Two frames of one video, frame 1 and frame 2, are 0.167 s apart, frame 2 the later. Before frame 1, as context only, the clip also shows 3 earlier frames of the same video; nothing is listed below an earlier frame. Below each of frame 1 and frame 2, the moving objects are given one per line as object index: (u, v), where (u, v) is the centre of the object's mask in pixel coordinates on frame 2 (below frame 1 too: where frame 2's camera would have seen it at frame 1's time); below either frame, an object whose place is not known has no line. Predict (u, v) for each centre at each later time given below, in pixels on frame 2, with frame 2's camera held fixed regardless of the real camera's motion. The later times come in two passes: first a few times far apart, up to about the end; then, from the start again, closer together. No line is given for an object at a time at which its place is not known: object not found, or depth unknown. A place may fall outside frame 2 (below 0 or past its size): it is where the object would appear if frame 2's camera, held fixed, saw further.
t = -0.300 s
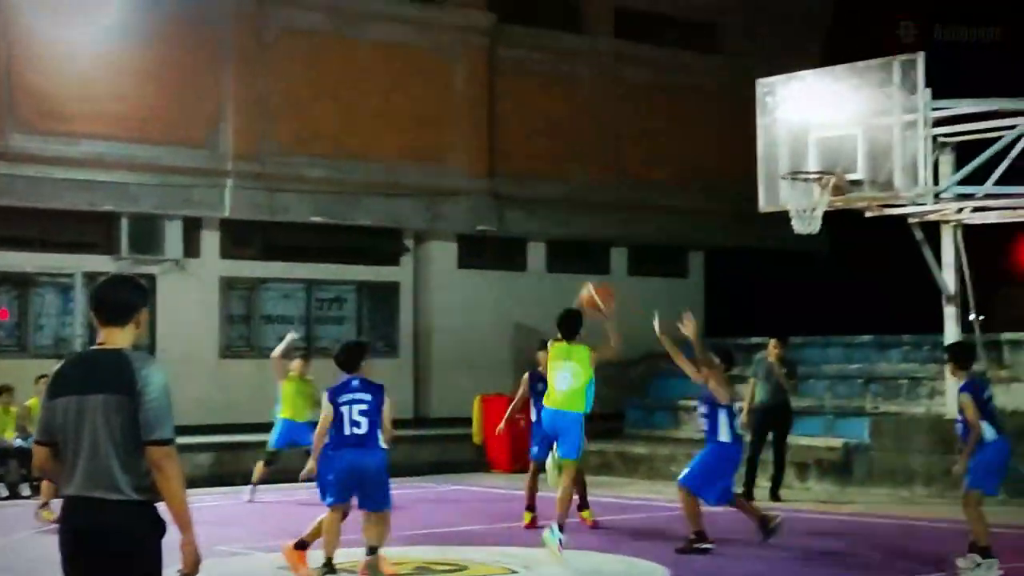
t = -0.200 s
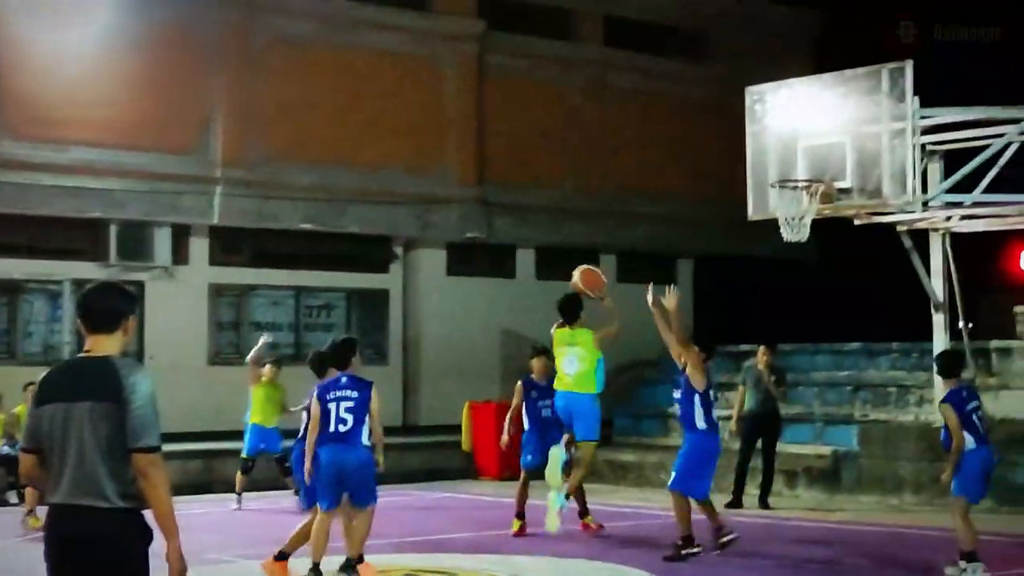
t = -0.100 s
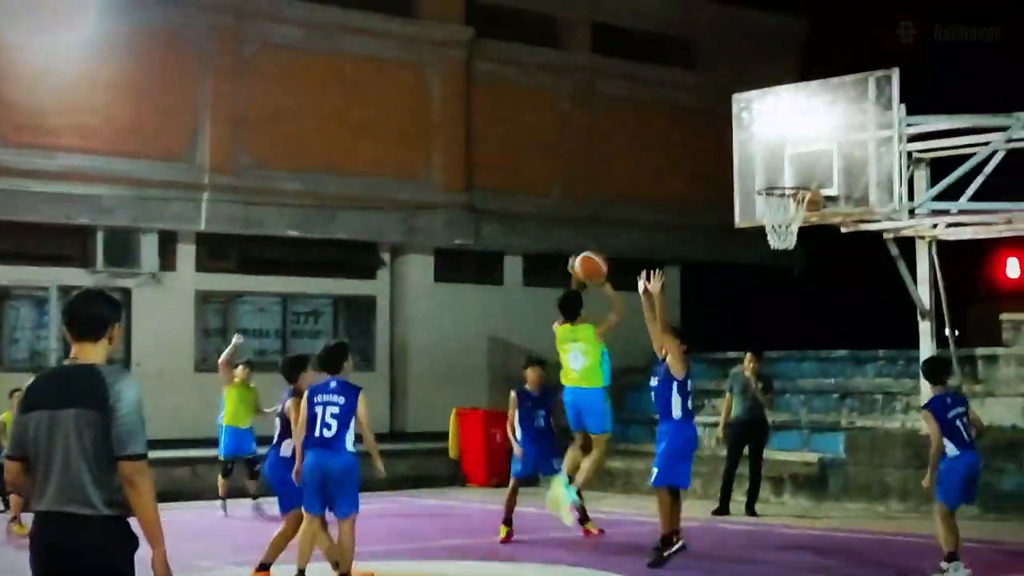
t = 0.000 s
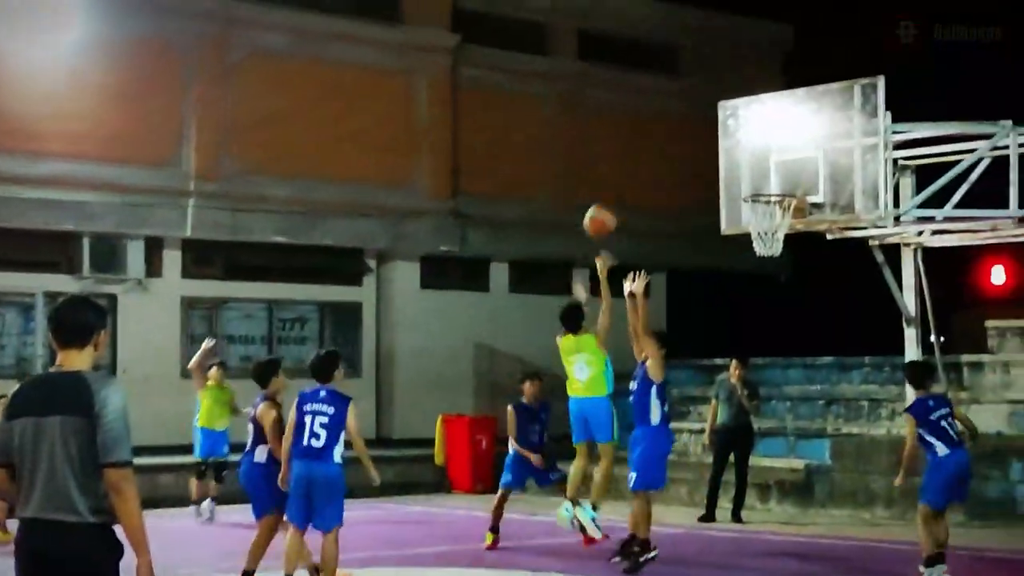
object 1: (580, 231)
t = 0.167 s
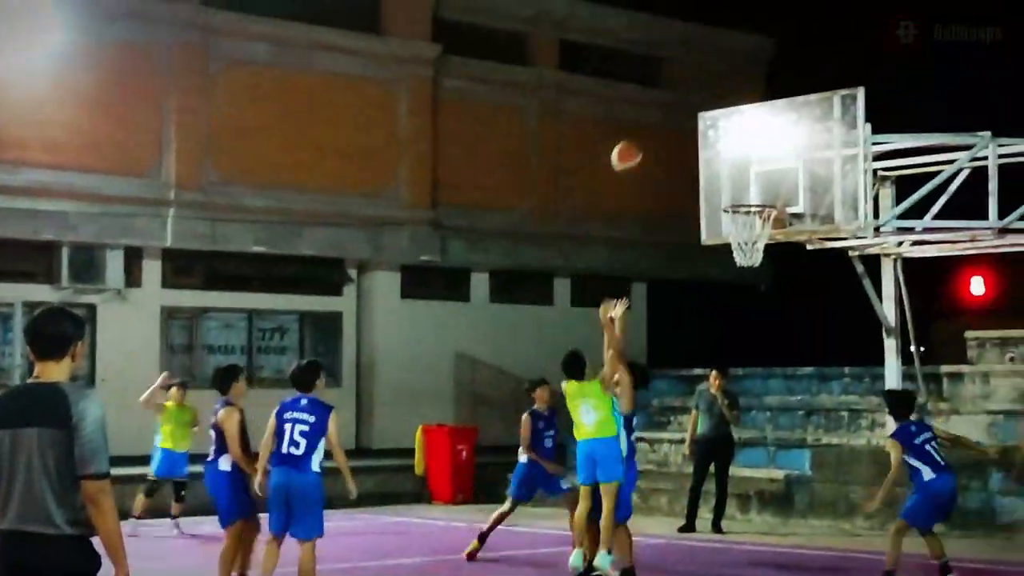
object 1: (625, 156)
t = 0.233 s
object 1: (644, 138)
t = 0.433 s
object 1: (695, 118)
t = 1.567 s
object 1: (753, 278)
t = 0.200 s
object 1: (635, 146)
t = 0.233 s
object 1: (644, 138)
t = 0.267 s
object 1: (653, 130)
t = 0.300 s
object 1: (662, 126)
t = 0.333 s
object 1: (671, 121)
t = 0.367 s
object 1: (679, 119)
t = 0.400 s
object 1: (686, 118)
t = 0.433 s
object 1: (695, 118)
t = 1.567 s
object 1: (753, 278)
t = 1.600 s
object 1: (752, 285)
